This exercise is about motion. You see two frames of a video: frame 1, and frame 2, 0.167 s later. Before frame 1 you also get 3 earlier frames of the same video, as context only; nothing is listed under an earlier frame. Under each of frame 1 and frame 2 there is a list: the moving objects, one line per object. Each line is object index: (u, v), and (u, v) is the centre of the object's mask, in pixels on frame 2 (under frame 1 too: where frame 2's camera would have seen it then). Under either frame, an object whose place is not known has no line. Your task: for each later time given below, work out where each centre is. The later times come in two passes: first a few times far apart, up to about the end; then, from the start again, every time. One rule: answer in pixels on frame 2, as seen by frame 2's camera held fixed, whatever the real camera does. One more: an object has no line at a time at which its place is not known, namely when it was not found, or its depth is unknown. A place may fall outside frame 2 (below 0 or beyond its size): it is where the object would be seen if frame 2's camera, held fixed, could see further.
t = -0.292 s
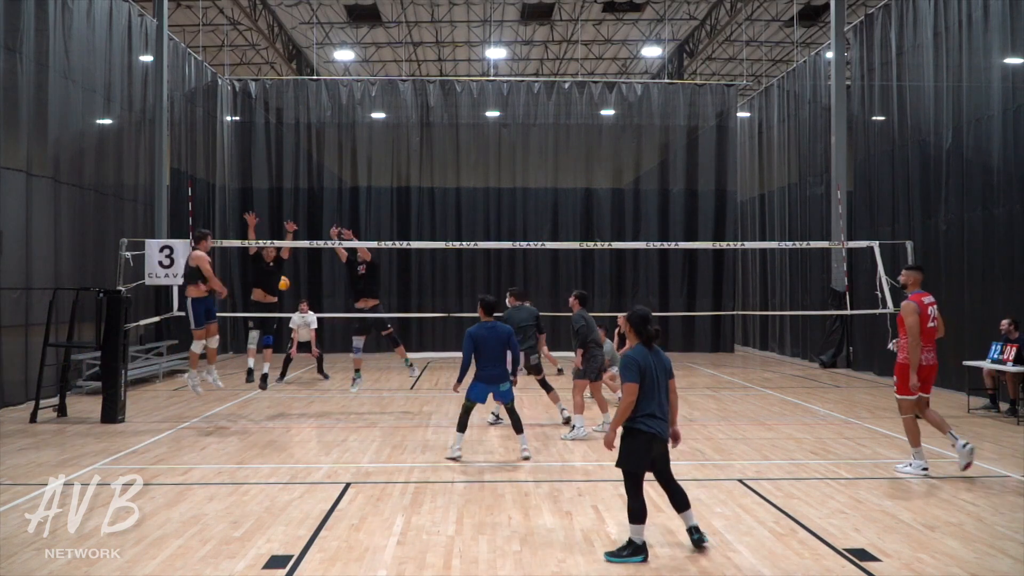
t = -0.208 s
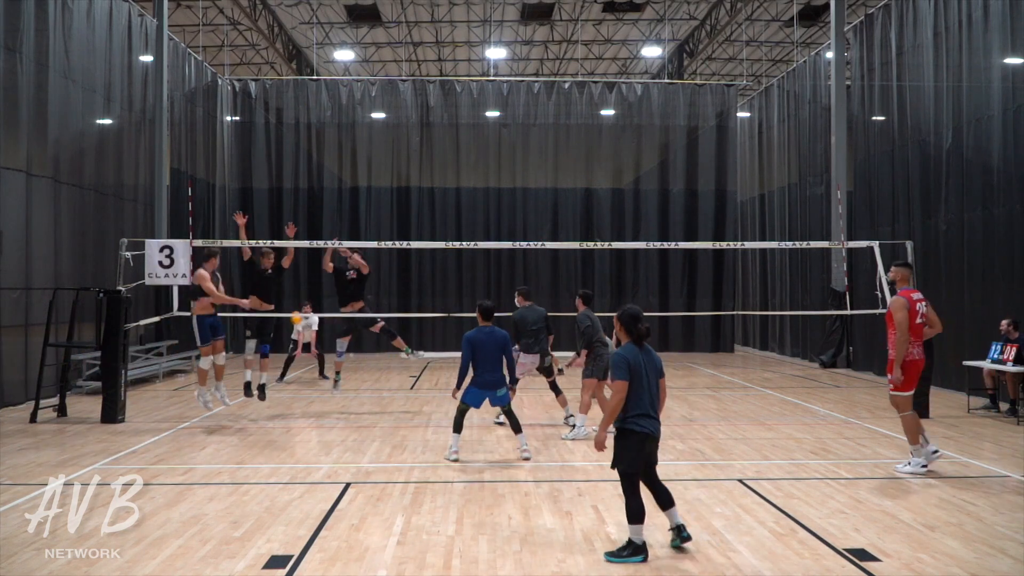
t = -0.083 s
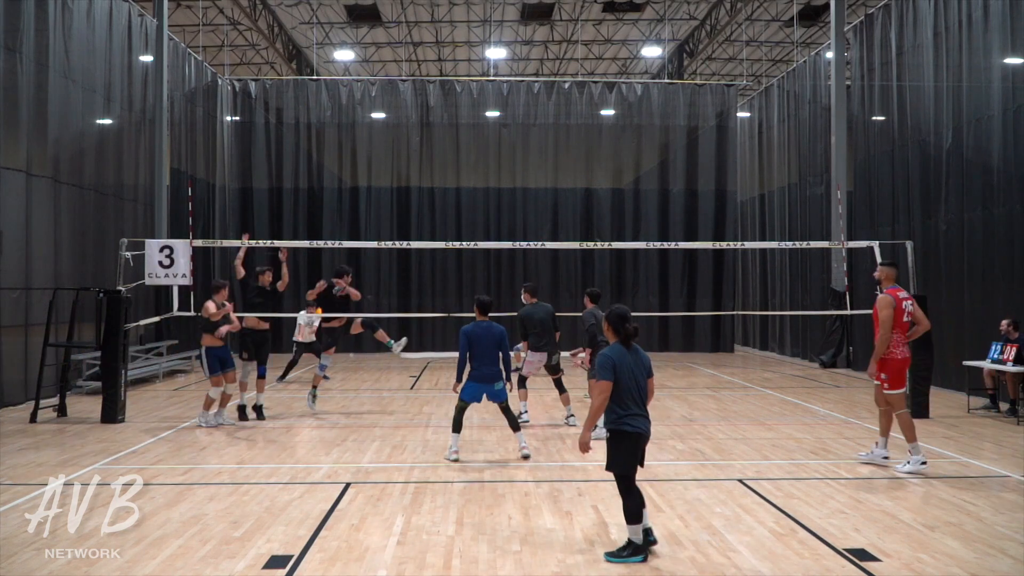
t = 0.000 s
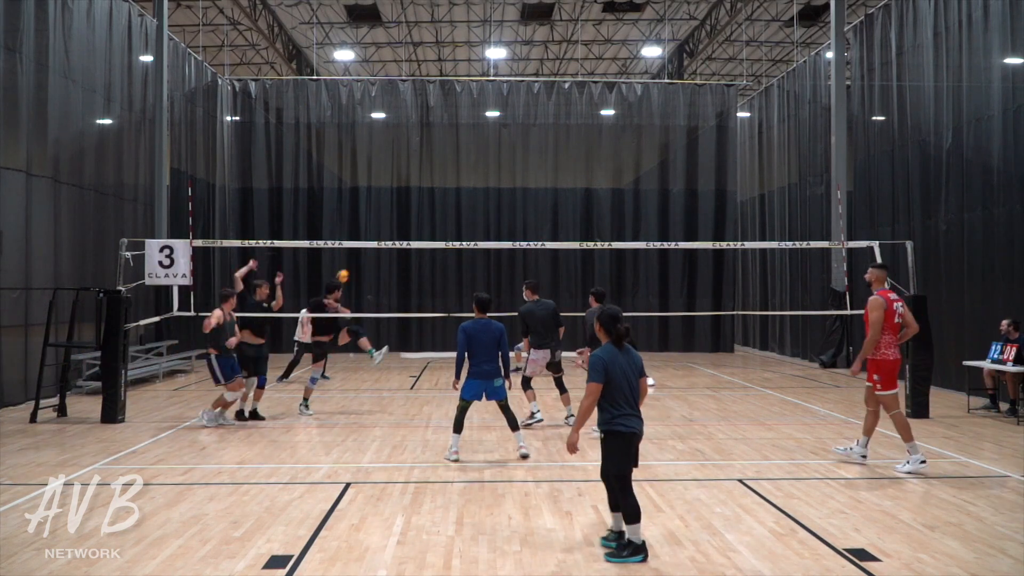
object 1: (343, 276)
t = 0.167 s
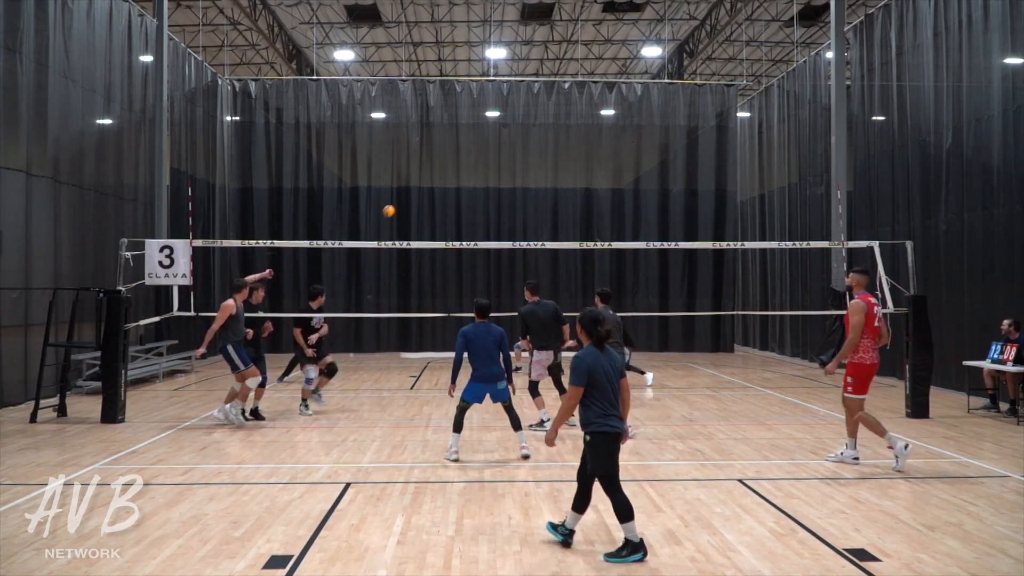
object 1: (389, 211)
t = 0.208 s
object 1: (400, 198)
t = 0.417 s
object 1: (456, 148)
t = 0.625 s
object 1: (511, 124)
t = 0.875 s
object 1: (573, 128)
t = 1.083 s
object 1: (622, 157)
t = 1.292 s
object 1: (669, 207)
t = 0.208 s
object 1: (400, 198)
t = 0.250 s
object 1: (411, 187)
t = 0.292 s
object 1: (424, 173)
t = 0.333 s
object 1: (435, 164)
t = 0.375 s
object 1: (446, 156)
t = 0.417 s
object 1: (456, 148)
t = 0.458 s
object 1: (467, 142)
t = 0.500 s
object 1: (477, 136)
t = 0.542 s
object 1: (490, 131)
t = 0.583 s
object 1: (501, 127)
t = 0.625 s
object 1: (511, 124)
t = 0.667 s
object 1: (521, 123)
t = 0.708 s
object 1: (531, 122)
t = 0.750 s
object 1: (541, 122)
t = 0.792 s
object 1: (554, 123)
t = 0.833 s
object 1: (564, 125)
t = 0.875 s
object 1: (573, 128)
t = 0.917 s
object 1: (583, 132)
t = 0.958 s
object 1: (592, 137)
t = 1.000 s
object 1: (601, 142)
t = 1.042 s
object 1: (613, 149)
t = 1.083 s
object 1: (622, 157)
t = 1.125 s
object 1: (631, 164)
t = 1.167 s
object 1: (640, 173)
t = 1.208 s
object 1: (649, 183)
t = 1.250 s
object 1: (658, 193)
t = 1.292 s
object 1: (669, 207)
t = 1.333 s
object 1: (677, 219)
